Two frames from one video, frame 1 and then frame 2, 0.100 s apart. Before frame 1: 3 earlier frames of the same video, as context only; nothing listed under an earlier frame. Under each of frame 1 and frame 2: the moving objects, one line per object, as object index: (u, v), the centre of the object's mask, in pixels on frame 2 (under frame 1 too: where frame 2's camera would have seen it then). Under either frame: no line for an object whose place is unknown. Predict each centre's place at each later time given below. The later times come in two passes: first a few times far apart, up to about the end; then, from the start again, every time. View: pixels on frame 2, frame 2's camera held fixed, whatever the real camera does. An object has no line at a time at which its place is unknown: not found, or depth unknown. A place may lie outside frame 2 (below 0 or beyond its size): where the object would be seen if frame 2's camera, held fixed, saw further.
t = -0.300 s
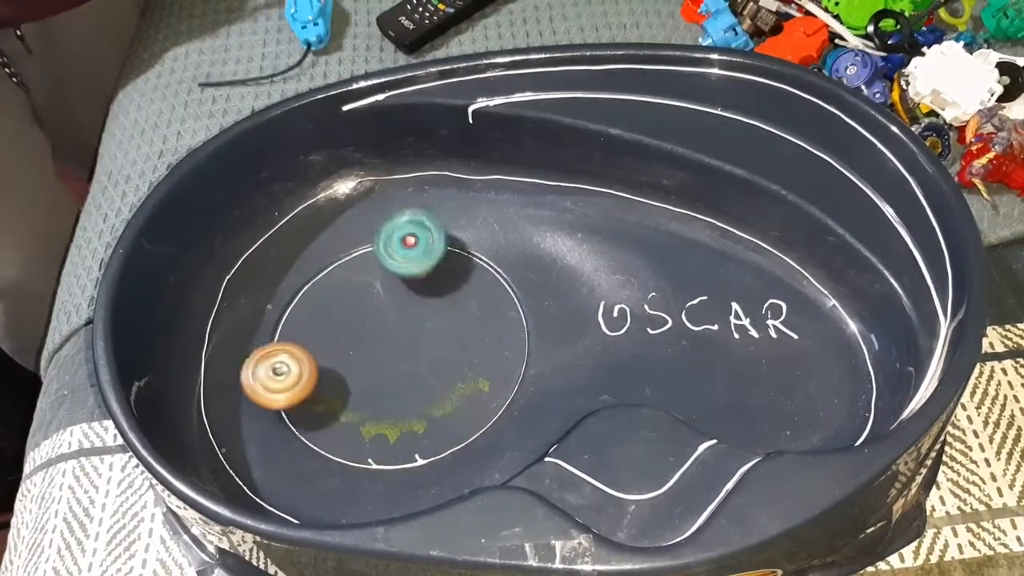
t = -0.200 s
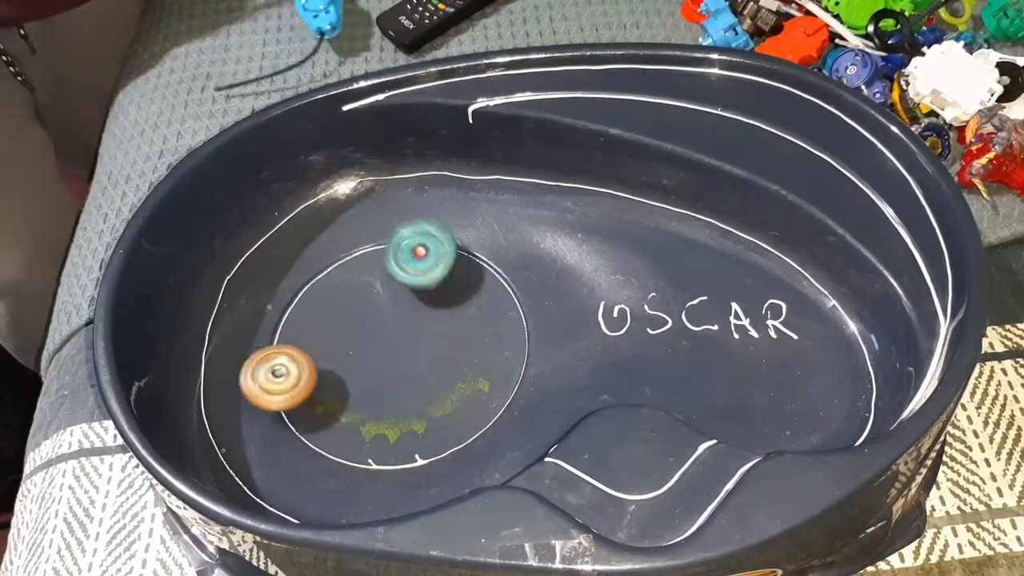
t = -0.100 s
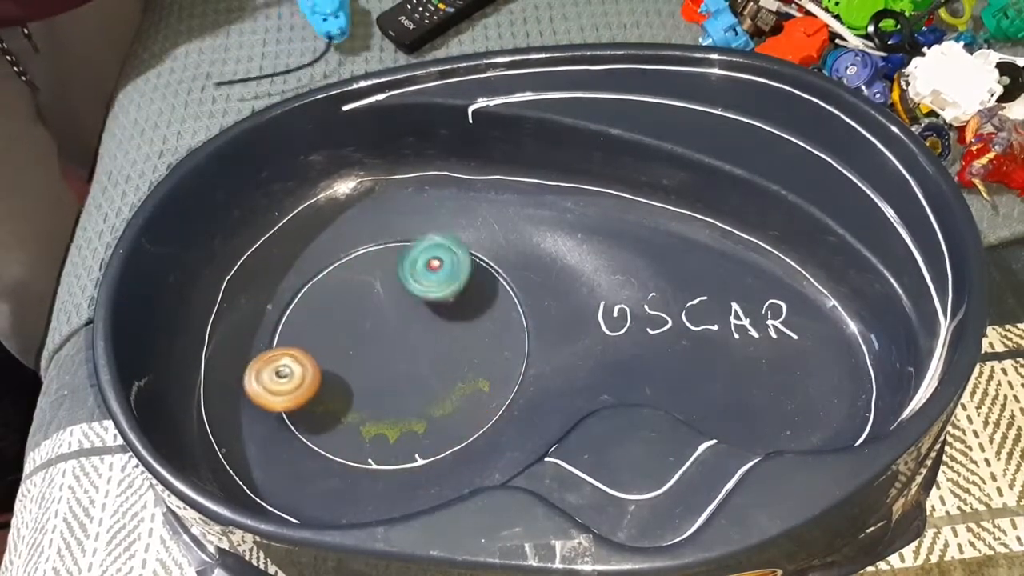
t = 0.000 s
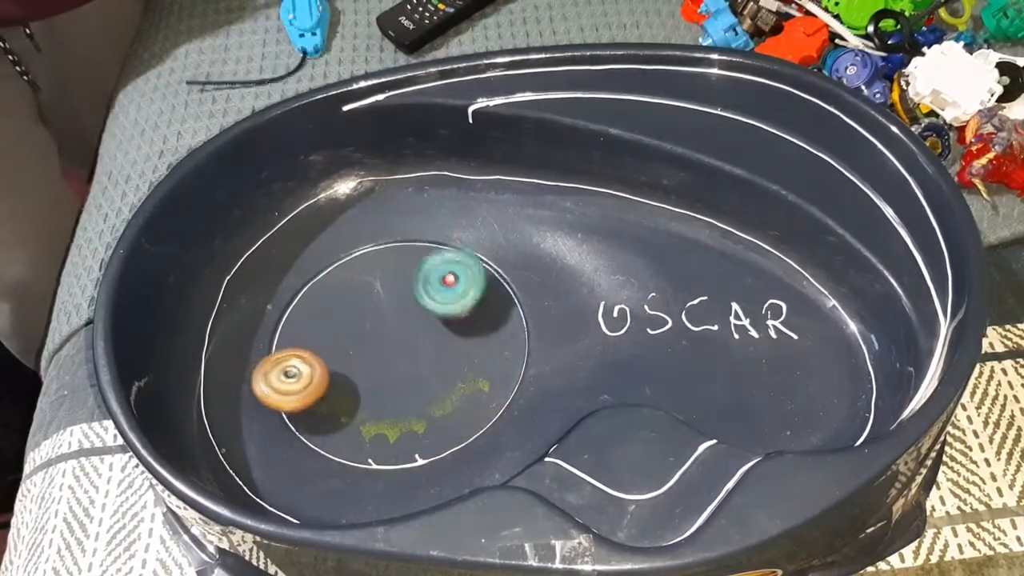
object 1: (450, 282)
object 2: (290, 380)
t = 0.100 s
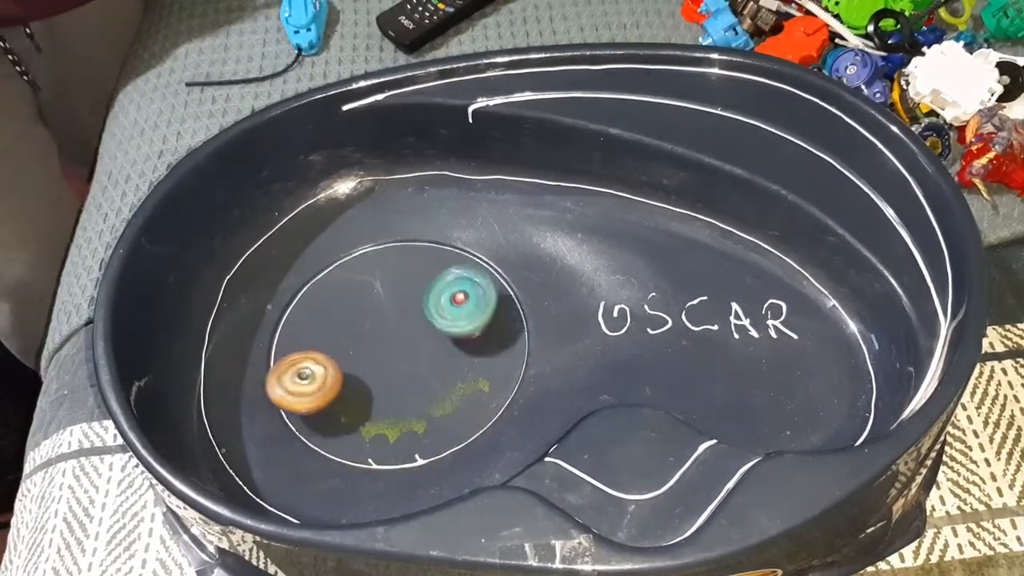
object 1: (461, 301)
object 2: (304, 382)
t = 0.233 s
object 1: (467, 332)
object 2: (327, 385)
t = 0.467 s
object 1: (466, 394)
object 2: (377, 382)
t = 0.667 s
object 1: (473, 400)
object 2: (381, 357)
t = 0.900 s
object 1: (439, 427)
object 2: (381, 325)
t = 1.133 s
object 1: (380, 433)
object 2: (369, 308)
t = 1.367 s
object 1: (312, 422)
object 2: (349, 307)
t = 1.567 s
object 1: (286, 394)
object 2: (336, 317)
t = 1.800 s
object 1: (296, 389)
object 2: (343, 321)
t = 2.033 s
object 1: (300, 406)
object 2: (387, 301)
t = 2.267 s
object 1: (324, 391)
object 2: (426, 295)
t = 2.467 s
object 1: (343, 363)
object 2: (441, 296)
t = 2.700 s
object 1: (366, 332)
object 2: (443, 304)
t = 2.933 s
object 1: (352, 328)
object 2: (455, 317)
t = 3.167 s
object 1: (357, 347)
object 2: (449, 341)
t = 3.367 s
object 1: (334, 367)
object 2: (456, 362)
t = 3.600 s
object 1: (310, 393)
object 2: (452, 383)
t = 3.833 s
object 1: (327, 399)
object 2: (434, 400)
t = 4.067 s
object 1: (338, 379)
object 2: (421, 406)
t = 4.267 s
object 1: (335, 358)
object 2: (417, 406)
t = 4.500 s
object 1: (345, 340)
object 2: (400, 396)
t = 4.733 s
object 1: (354, 322)
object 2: (390, 391)
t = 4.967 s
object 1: (369, 313)
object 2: (370, 383)
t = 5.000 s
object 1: (371, 306)
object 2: (368, 392)
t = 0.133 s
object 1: (463, 308)
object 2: (309, 382)
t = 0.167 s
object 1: (465, 315)
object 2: (315, 383)
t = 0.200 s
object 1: (466, 323)
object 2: (321, 384)
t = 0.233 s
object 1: (467, 332)
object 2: (327, 385)
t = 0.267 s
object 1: (468, 340)
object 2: (334, 385)
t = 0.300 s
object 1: (469, 350)
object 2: (342, 385)
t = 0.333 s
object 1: (470, 359)
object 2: (349, 385)
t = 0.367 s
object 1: (469, 368)
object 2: (356, 384)
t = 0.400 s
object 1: (469, 376)
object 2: (363, 383)
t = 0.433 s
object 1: (468, 386)
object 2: (371, 383)
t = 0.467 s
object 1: (466, 394)
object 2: (377, 382)
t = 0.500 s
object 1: (465, 402)
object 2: (383, 381)
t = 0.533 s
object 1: (464, 411)
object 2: (389, 379)
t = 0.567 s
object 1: (462, 416)
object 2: (395, 378)
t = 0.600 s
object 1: (466, 412)
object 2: (391, 370)
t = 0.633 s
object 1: (470, 405)
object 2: (384, 363)
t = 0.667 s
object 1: (473, 400)
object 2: (381, 357)
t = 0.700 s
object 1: (474, 398)
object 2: (379, 352)
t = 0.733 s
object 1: (474, 399)
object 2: (380, 346)
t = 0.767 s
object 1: (470, 404)
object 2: (381, 342)
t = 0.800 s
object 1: (463, 410)
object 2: (382, 338)
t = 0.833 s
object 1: (456, 416)
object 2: (382, 333)
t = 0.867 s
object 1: (448, 422)
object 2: (381, 329)
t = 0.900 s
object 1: (439, 427)
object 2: (381, 325)
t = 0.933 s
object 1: (429, 430)
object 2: (380, 322)
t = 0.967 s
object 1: (422, 432)
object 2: (379, 319)
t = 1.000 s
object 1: (412, 436)
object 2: (378, 316)
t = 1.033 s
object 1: (402, 439)
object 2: (376, 313)
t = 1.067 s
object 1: (396, 435)
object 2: (374, 311)
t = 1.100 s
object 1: (389, 433)
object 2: (372, 310)
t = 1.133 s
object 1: (380, 433)
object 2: (369, 308)
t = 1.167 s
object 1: (369, 432)
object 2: (366, 307)
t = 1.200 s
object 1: (359, 432)
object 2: (363, 307)
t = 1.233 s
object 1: (348, 430)
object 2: (360, 306)
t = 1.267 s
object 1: (338, 429)
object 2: (357, 306)
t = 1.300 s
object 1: (327, 428)
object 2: (355, 306)
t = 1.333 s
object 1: (317, 426)
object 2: (352, 306)
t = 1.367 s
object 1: (312, 422)
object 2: (349, 307)
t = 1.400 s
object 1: (306, 418)
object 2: (347, 308)
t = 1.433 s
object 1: (300, 414)
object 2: (344, 309)
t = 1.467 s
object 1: (298, 408)
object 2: (342, 311)
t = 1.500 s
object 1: (295, 404)
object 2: (340, 313)
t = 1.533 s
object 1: (291, 399)
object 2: (338, 315)
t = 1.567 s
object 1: (286, 394)
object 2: (336, 317)
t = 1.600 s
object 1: (281, 389)
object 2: (334, 319)
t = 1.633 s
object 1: (277, 384)
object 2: (333, 322)
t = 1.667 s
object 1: (276, 380)
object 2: (333, 324)
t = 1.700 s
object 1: (274, 380)
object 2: (335, 323)
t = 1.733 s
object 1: (285, 386)
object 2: (339, 321)
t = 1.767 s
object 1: (292, 389)
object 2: (341, 321)
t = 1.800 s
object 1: (296, 389)
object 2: (343, 321)
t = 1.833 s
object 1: (298, 387)
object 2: (346, 322)
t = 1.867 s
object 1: (298, 383)
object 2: (349, 324)
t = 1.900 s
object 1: (292, 387)
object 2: (357, 318)
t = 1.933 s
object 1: (286, 393)
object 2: (367, 309)
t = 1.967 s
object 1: (282, 398)
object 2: (374, 305)
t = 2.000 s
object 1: (290, 402)
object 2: (381, 303)
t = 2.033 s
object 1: (300, 406)
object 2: (387, 301)
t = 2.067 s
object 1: (306, 407)
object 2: (393, 300)
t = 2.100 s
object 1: (310, 407)
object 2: (399, 299)
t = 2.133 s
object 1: (313, 405)
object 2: (405, 298)
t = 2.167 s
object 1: (316, 402)
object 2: (412, 297)
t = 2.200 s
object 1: (319, 399)
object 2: (417, 296)
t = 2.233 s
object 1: (322, 395)
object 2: (422, 295)
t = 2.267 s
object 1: (324, 391)
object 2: (426, 295)
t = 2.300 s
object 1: (328, 387)
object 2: (430, 294)
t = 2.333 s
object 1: (331, 382)
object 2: (434, 294)
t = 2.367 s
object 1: (334, 377)
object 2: (436, 294)
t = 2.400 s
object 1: (337, 372)
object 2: (439, 294)
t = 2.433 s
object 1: (339, 368)
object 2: (440, 295)
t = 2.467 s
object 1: (343, 363)
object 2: (441, 296)
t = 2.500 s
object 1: (347, 359)
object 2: (442, 296)
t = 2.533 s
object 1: (351, 354)
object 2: (443, 297)
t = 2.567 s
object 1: (354, 349)
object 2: (443, 298)
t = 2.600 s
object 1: (357, 345)
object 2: (444, 299)
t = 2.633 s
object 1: (360, 340)
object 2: (443, 301)
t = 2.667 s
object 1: (363, 336)
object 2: (443, 302)
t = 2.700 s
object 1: (366, 332)
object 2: (443, 304)
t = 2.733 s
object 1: (367, 328)
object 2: (443, 306)
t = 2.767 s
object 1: (363, 327)
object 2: (448, 305)
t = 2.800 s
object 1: (361, 326)
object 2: (451, 306)
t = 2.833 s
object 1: (359, 326)
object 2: (453, 309)
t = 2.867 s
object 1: (356, 326)
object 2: (454, 311)
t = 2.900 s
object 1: (354, 326)
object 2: (455, 314)
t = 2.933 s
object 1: (352, 328)
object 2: (455, 317)
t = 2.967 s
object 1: (351, 331)
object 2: (455, 320)
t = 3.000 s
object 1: (350, 334)
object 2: (455, 323)
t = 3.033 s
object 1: (351, 336)
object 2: (455, 326)
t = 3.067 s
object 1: (352, 339)
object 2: (454, 330)
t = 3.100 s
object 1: (353, 342)
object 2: (453, 333)
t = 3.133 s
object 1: (355, 344)
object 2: (451, 338)
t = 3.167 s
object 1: (357, 347)
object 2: (449, 341)
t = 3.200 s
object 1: (359, 349)
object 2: (446, 346)
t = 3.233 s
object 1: (362, 351)
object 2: (443, 350)
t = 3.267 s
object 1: (358, 354)
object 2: (445, 353)
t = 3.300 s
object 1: (347, 358)
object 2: (452, 355)
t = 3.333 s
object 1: (340, 363)
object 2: (455, 358)
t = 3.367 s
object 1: (334, 367)
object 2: (456, 362)
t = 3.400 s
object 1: (329, 371)
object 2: (456, 365)
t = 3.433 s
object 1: (323, 375)
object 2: (456, 368)
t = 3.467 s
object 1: (319, 379)
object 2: (456, 371)
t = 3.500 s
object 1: (316, 383)
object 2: (455, 374)
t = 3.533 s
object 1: (313, 387)
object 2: (454, 377)
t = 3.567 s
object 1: (311, 390)
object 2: (453, 380)
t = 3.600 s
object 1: (310, 393)
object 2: (452, 383)
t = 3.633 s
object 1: (311, 396)
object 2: (450, 386)
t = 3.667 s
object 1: (313, 398)
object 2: (448, 388)
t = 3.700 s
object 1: (314, 400)
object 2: (446, 391)
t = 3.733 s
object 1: (317, 401)
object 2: (443, 393)
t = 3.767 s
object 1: (319, 401)
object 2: (440, 396)
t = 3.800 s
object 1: (322, 401)
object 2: (437, 398)
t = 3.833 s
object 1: (327, 399)
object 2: (434, 400)
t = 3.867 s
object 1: (332, 397)
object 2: (430, 402)
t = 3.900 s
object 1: (336, 395)
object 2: (426, 404)
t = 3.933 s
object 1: (339, 392)
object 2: (421, 405)
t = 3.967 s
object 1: (339, 389)
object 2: (421, 406)
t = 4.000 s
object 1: (340, 386)
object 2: (420, 406)
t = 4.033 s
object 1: (340, 383)
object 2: (421, 406)
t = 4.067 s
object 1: (338, 379)
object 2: (421, 406)
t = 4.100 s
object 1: (337, 375)
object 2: (420, 406)
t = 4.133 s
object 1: (335, 372)
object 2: (420, 406)
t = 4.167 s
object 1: (334, 369)
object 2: (419, 407)
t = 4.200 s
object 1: (334, 366)
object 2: (419, 407)
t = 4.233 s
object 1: (334, 362)
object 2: (418, 406)
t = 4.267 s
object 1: (335, 358)
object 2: (417, 406)
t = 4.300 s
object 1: (335, 355)
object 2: (415, 405)
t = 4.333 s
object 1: (335, 352)
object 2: (413, 404)
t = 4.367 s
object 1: (336, 350)
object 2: (411, 403)
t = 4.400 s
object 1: (337, 348)
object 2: (409, 402)
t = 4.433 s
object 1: (340, 345)
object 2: (406, 400)
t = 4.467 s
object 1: (343, 342)
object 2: (403, 398)
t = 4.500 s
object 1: (345, 340)
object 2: (400, 396)
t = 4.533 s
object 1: (346, 339)
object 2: (396, 393)
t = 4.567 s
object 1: (348, 336)
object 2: (396, 393)
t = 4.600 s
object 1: (350, 332)
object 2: (395, 391)
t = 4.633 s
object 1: (351, 329)
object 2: (394, 392)
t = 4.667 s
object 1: (352, 326)
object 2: (393, 391)
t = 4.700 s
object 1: (352, 324)
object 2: (391, 391)
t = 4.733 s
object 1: (354, 322)
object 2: (390, 391)
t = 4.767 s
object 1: (356, 320)
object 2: (388, 390)
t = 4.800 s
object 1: (358, 318)
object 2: (385, 389)
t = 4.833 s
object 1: (360, 316)
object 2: (383, 388)
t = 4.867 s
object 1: (362, 315)
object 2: (380, 387)
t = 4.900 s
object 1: (363, 314)
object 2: (377, 386)
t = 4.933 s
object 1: (366, 313)
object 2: (373, 385)
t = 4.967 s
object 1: (369, 313)
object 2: (370, 383)
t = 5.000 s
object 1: (371, 306)
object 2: (368, 392)
